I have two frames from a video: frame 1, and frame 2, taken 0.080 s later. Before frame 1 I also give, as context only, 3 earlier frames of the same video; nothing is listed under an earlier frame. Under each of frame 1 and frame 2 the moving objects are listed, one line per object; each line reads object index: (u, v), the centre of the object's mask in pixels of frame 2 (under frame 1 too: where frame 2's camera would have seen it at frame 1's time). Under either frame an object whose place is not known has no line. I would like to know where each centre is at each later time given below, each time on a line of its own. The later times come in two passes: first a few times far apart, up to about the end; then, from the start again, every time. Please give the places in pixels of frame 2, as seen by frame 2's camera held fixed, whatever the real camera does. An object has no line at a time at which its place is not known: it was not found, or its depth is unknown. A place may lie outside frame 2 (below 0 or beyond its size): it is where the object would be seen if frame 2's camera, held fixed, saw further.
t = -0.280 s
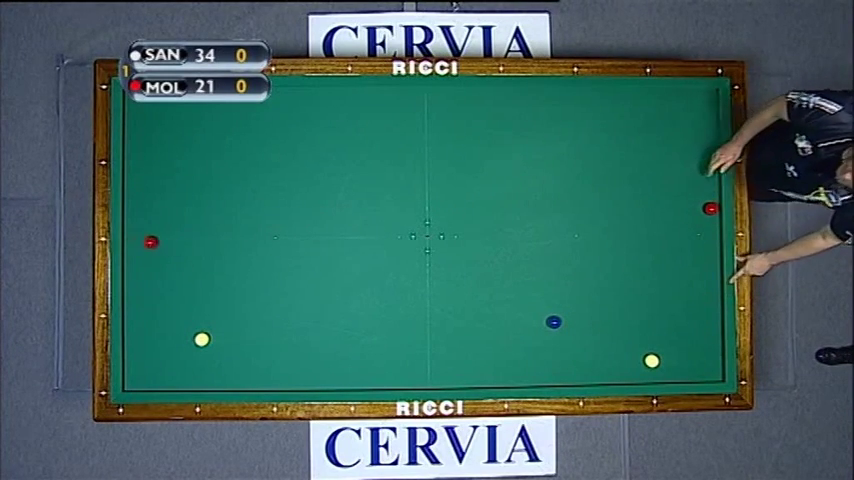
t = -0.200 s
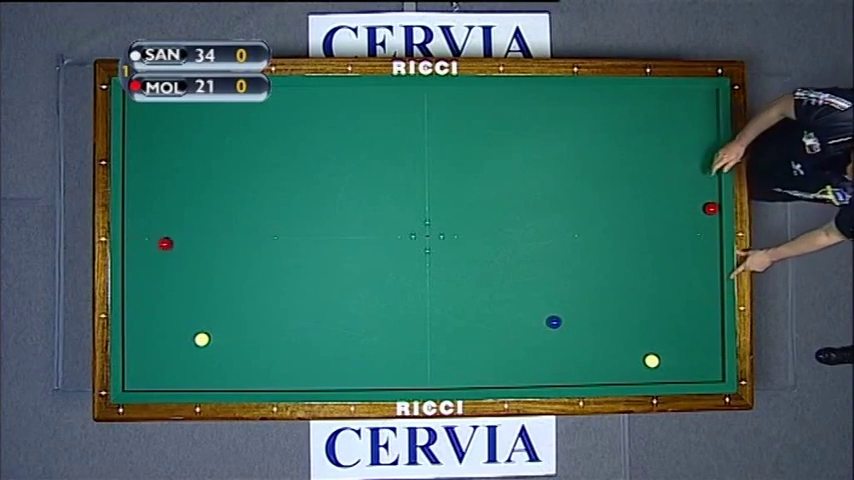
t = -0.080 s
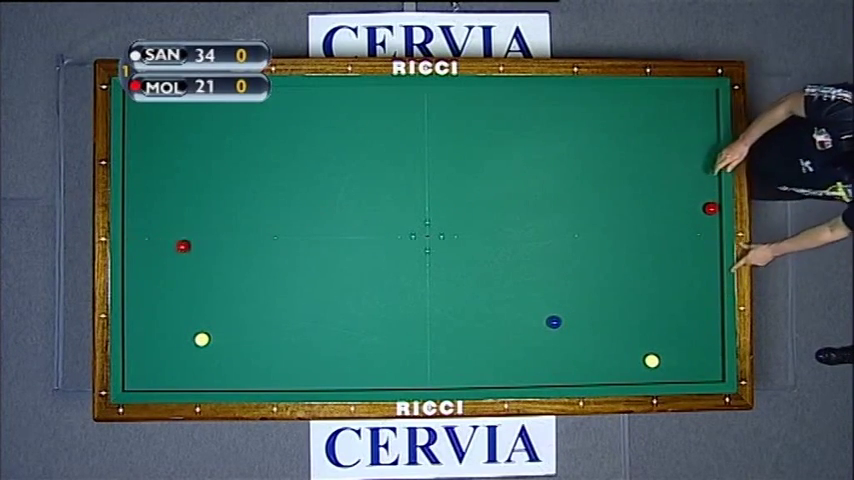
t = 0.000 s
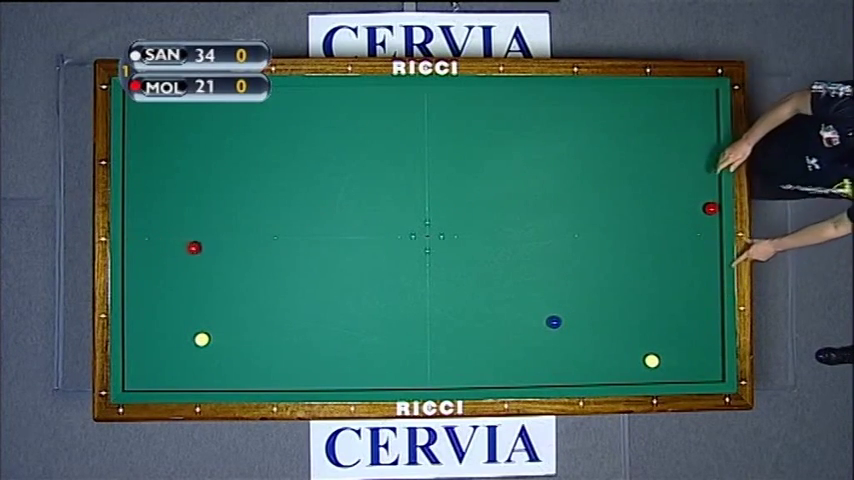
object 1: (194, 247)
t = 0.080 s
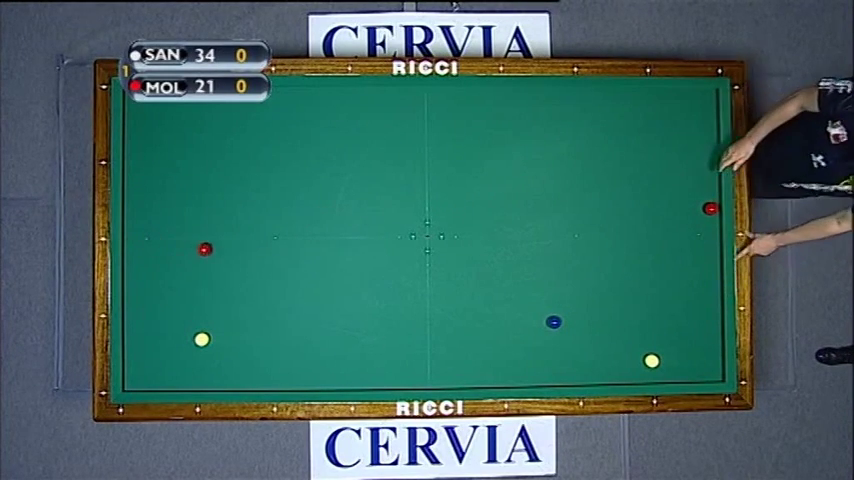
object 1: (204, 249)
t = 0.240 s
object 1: (226, 252)
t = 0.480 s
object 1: (258, 257)
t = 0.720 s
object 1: (289, 261)
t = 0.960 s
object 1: (320, 266)
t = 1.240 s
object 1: (356, 271)
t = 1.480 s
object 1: (385, 275)
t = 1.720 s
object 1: (414, 279)
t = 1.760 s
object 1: (419, 280)
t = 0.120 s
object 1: (210, 250)
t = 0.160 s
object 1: (215, 250)
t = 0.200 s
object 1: (220, 251)
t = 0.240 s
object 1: (226, 252)
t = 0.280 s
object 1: (231, 253)
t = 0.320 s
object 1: (236, 253)
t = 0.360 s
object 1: (242, 255)
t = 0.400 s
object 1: (247, 255)
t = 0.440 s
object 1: (252, 256)
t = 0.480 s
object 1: (258, 257)
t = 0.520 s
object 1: (263, 258)
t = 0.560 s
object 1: (269, 258)
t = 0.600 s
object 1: (274, 259)
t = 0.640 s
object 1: (279, 260)
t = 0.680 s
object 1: (284, 260)
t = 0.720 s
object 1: (289, 261)
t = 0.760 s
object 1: (294, 262)
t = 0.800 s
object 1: (300, 263)
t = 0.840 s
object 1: (305, 263)
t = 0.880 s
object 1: (310, 264)
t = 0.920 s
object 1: (315, 265)
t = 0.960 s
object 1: (320, 266)
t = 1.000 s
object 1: (325, 267)
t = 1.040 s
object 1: (331, 267)
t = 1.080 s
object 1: (336, 268)
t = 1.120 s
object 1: (341, 268)
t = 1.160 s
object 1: (345, 269)
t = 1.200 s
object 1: (351, 270)
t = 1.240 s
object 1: (356, 271)
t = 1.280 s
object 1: (360, 272)
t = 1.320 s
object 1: (365, 272)
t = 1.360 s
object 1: (370, 273)
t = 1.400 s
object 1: (375, 273)
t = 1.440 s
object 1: (380, 275)
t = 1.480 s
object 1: (385, 275)
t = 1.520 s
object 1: (390, 276)
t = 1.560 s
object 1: (395, 276)
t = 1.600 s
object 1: (400, 277)
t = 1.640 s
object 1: (404, 278)
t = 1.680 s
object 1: (409, 278)
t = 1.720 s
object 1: (414, 279)
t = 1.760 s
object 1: (419, 280)
